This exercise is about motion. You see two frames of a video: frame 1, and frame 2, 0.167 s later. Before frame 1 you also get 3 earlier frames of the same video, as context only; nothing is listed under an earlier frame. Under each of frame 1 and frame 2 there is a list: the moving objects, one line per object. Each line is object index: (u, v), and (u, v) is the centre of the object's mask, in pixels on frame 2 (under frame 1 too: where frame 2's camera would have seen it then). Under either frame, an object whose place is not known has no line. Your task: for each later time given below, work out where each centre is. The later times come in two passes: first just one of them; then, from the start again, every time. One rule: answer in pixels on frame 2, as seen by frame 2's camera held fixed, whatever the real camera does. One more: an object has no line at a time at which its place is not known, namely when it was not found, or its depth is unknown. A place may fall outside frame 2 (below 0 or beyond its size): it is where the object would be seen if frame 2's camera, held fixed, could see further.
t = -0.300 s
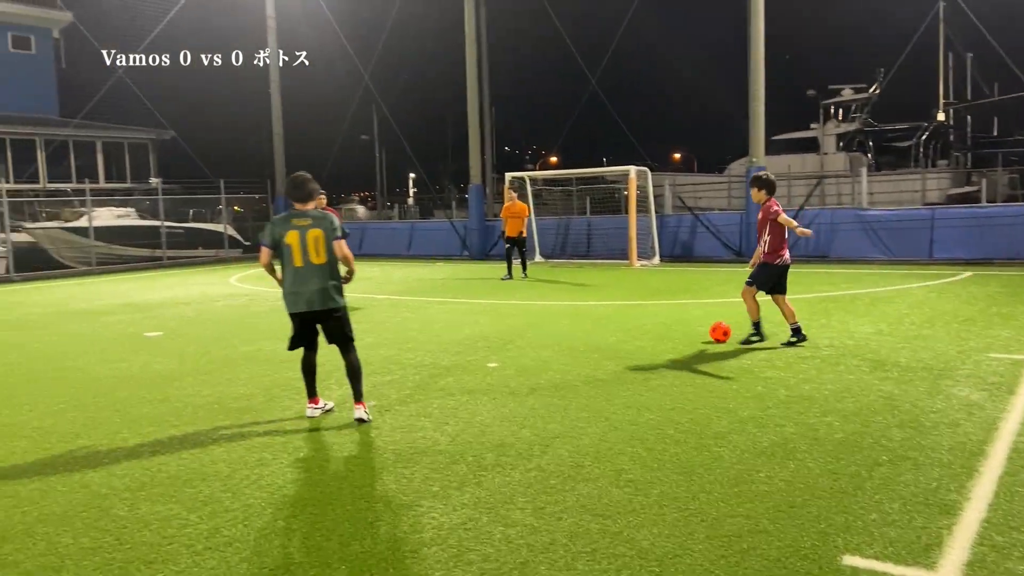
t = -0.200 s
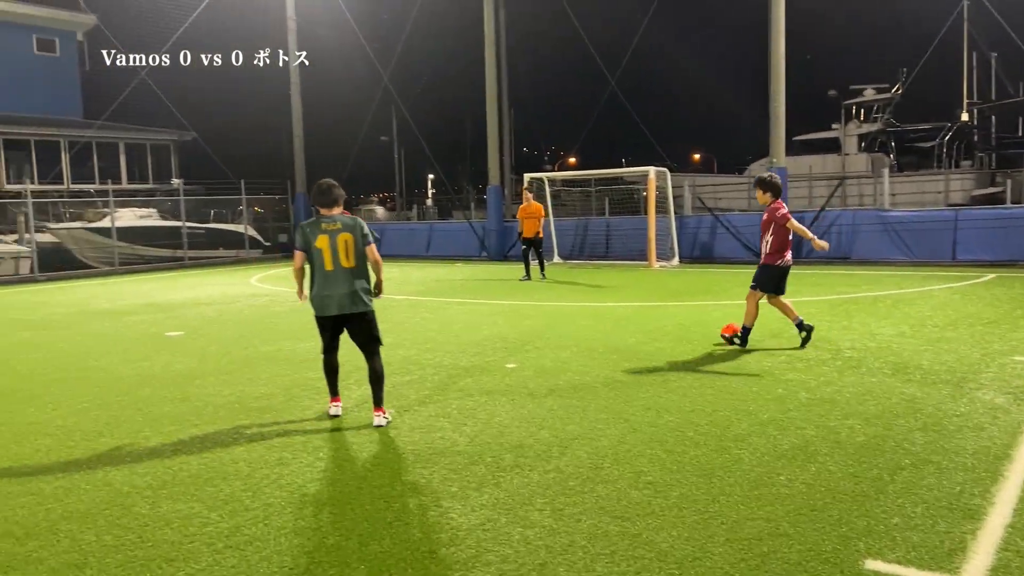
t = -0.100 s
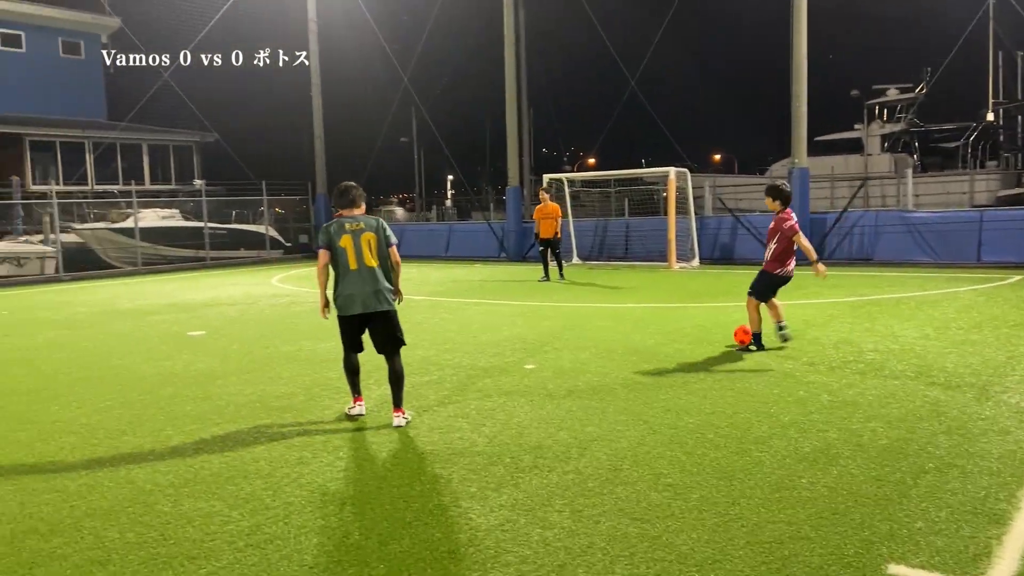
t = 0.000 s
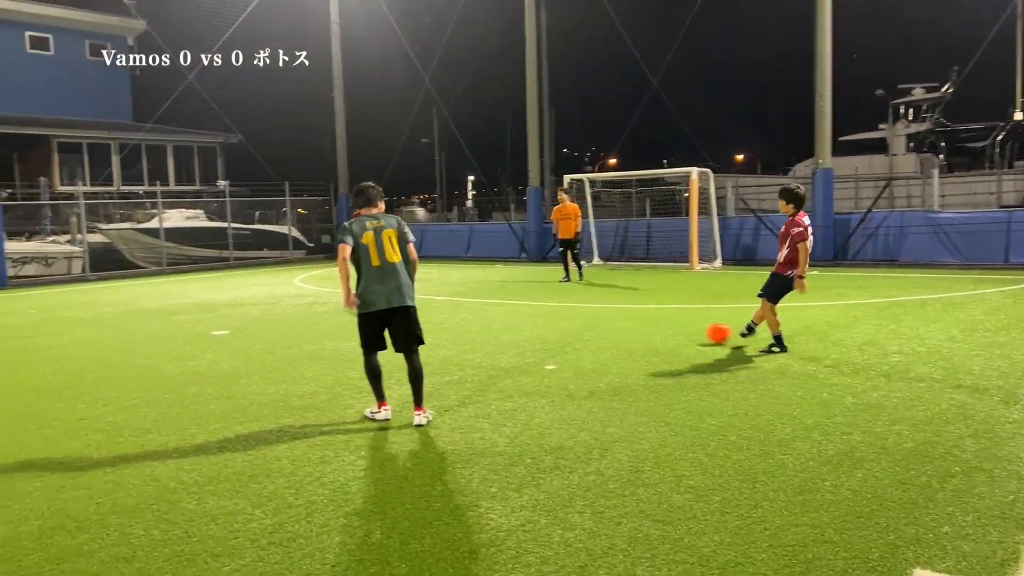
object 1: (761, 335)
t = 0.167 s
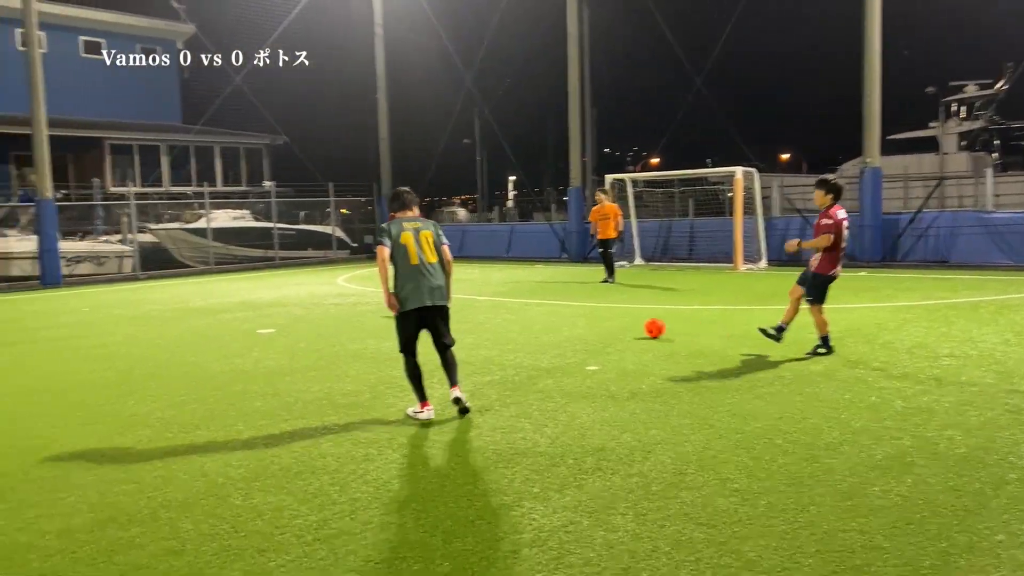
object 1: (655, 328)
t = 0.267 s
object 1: (607, 326)
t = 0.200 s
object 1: (638, 327)
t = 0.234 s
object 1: (621, 327)
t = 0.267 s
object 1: (607, 326)
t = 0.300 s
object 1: (593, 324)
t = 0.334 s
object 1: (579, 324)
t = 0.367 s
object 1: (567, 323)
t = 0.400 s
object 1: (556, 322)
